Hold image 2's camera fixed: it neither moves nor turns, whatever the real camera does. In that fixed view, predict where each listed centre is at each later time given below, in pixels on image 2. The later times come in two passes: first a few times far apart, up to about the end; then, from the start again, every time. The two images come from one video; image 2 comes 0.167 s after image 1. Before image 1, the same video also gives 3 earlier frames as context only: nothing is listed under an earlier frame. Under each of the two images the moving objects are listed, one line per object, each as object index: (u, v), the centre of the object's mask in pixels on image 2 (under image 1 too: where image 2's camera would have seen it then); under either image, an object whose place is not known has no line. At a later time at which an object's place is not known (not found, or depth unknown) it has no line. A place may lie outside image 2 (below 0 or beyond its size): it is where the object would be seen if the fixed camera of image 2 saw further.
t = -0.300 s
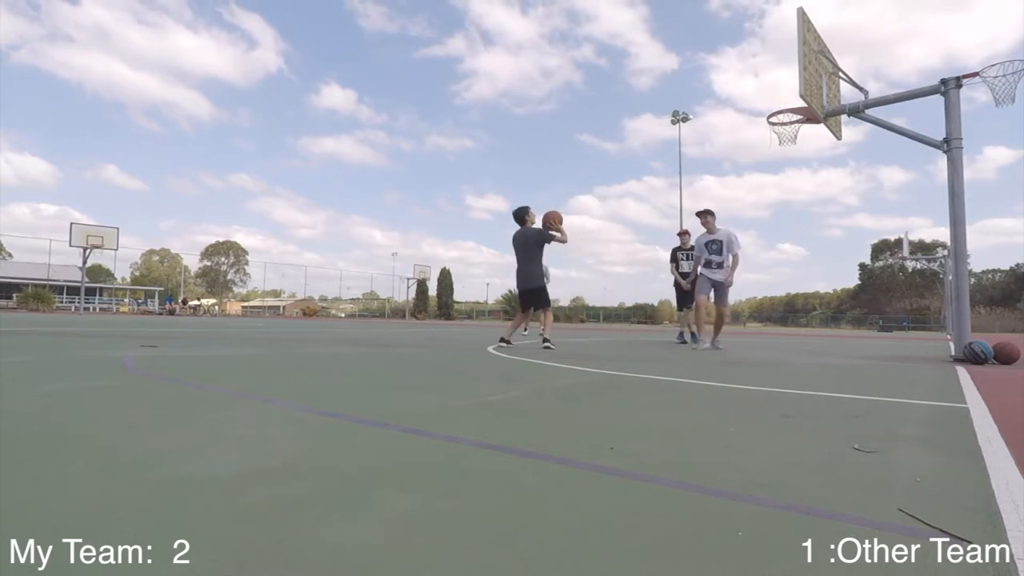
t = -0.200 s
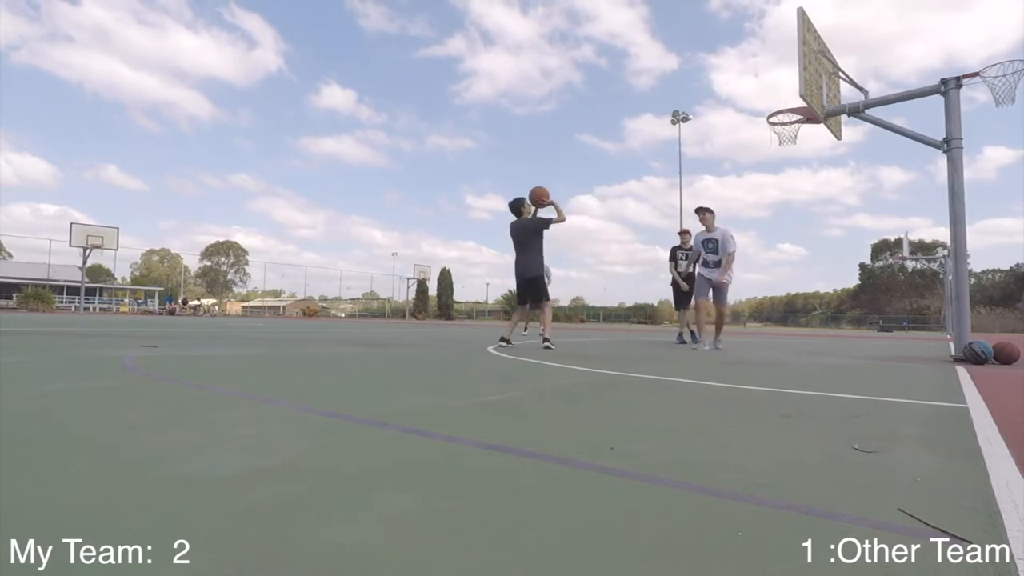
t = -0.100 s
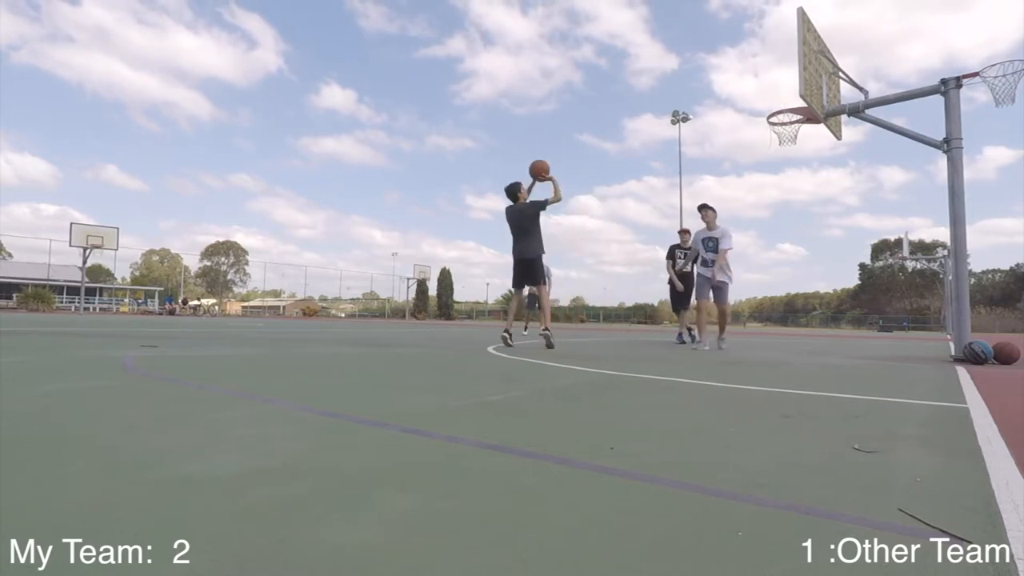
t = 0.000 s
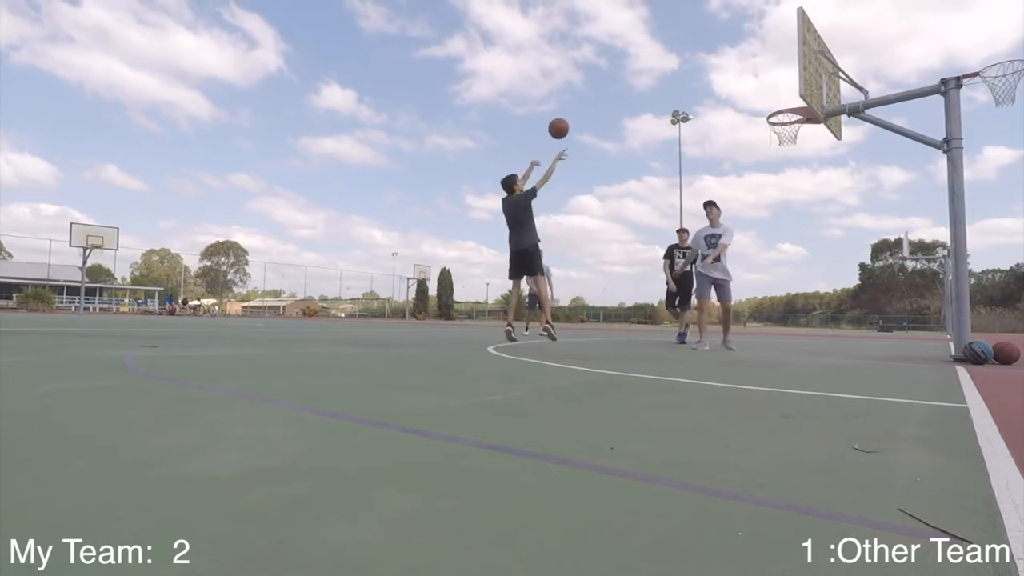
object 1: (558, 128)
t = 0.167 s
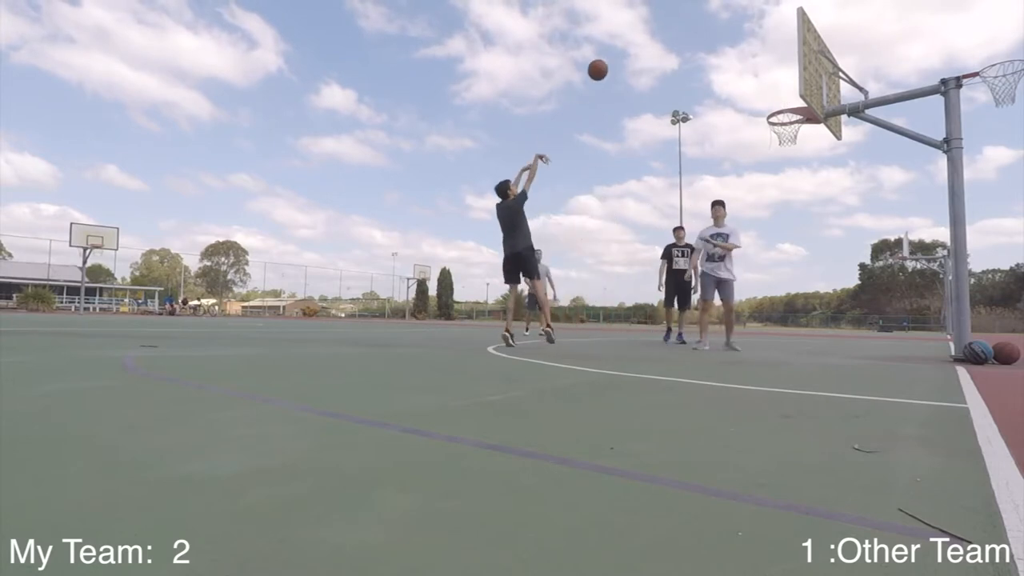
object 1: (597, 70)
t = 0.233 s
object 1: (612, 53)
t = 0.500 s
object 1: (669, 26)
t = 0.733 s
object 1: (716, 47)
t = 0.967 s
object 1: (760, 107)
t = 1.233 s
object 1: (691, 89)
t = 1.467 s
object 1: (630, 110)
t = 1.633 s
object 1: (588, 148)
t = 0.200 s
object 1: (605, 61)
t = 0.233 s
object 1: (612, 53)
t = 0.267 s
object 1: (620, 47)
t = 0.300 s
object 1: (627, 41)
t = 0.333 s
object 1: (634, 36)
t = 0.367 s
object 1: (641, 32)
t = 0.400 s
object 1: (648, 29)
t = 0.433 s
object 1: (655, 27)
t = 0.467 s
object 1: (662, 26)
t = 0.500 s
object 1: (669, 26)
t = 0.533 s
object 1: (676, 26)
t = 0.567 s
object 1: (683, 27)
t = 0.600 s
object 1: (690, 30)
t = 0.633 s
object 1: (696, 33)
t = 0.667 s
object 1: (703, 37)
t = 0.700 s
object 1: (709, 41)
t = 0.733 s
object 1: (716, 47)
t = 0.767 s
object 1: (722, 53)
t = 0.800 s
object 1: (729, 60)
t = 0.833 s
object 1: (735, 68)
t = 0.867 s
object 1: (741, 76)
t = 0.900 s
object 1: (748, 86)
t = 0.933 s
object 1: (754, 96)
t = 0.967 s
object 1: (760, 107)
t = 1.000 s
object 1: (756, 107)
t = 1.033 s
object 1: (747, 102)
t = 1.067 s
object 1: (737, 98)
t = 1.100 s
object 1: (728, 94)
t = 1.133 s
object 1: (719, 92)
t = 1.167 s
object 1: (710, 90)
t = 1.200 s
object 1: (700, 89)
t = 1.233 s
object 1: (691, 89)
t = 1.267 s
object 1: (682, 90)
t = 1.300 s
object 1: (674, 91)
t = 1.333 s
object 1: (665, 93)
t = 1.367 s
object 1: (656, 96)
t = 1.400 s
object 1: (647, 100)
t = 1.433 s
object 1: (639, 105)
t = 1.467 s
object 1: (630, 110)
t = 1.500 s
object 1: (622, 116)
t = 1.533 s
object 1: (613, 123)
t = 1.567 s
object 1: (605, 130)
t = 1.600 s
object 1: (597, 139)
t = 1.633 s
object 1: (588, 148)
